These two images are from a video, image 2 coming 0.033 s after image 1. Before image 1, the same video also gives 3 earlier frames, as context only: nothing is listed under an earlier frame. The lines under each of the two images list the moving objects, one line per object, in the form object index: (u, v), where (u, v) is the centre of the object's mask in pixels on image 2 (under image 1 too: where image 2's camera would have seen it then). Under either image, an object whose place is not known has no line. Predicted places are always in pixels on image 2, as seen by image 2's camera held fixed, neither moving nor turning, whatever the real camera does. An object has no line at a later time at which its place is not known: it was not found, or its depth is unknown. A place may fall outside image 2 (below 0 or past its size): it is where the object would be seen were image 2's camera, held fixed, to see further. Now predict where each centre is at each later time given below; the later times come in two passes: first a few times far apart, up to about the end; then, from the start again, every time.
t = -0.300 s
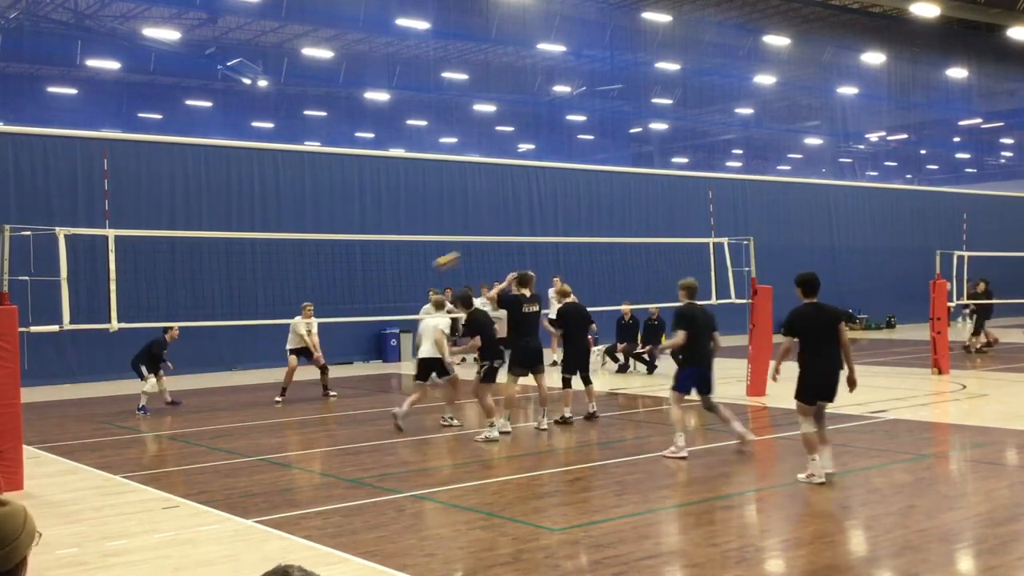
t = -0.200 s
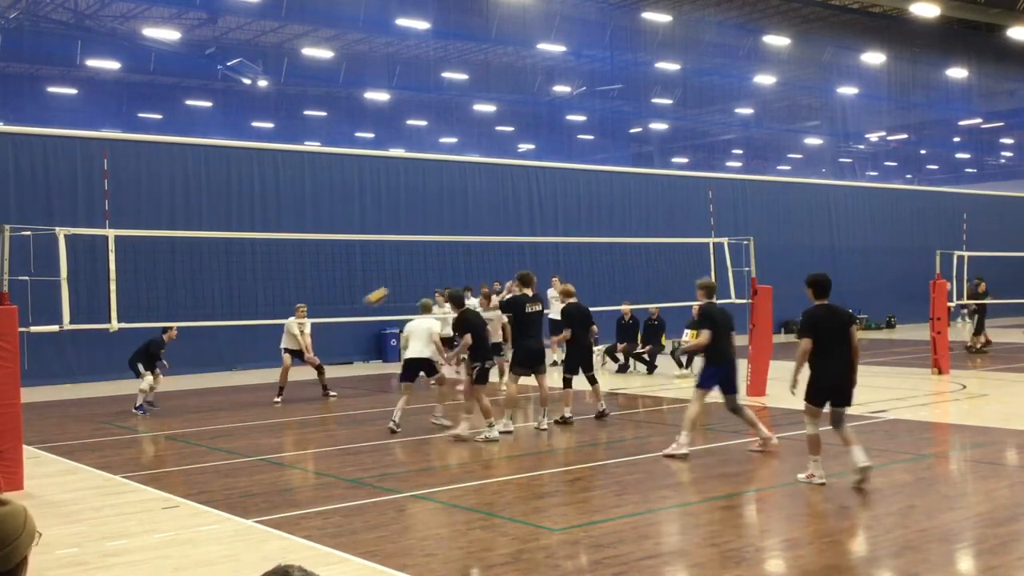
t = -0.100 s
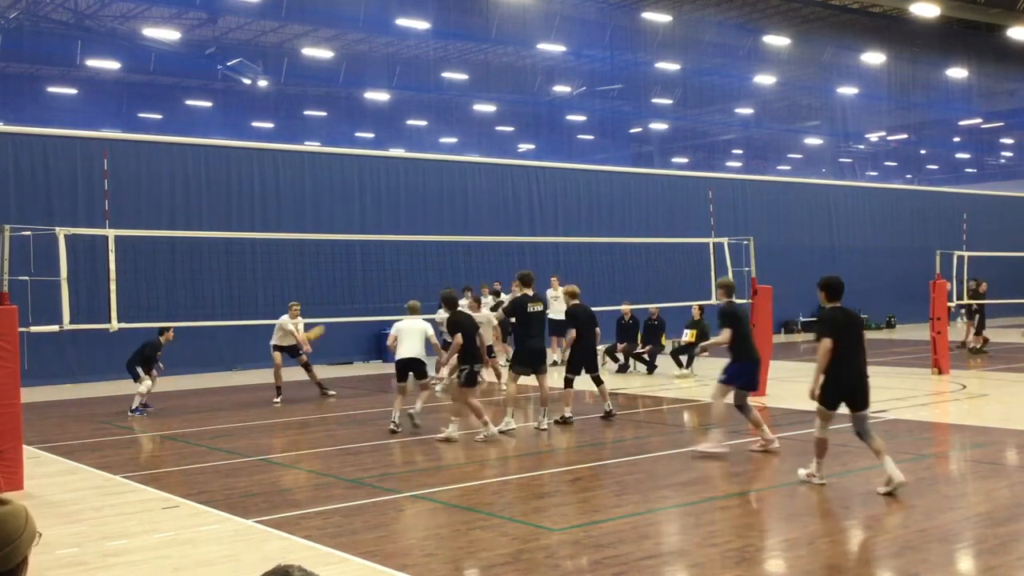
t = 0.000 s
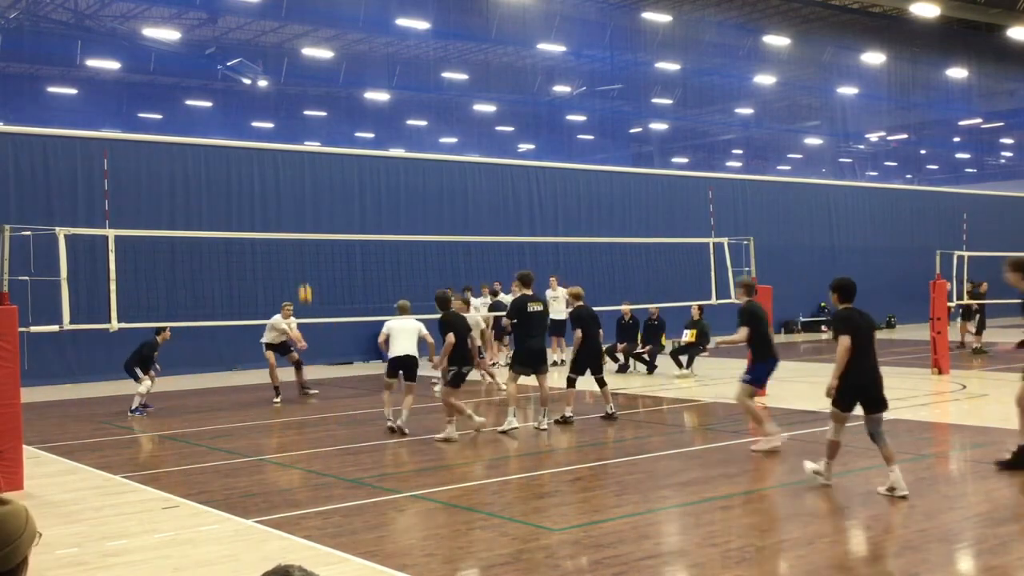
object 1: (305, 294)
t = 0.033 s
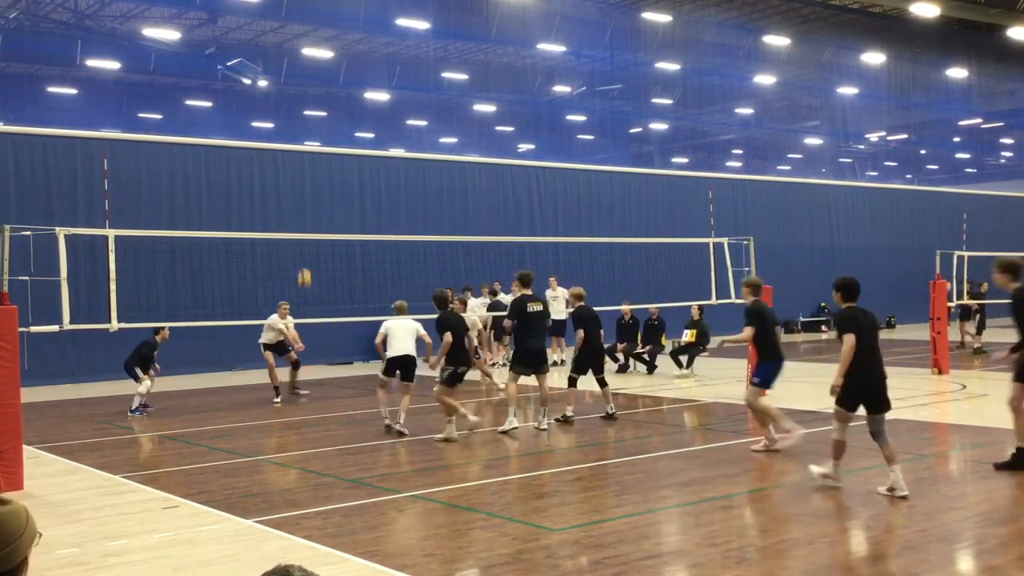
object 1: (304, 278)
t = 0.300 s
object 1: (300, 172)
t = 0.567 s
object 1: (295, 108)
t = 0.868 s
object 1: (290, 88)
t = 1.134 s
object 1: (287, 121)
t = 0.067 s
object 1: (303, 262)
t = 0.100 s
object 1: (303, 249)
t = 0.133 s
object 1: (303, 232)
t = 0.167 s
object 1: (302, 220)
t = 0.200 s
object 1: (302, 207)
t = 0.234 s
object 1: (301, 195)
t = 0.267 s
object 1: (301, 183)
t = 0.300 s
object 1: (300, 172)
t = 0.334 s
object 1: (299, 162)
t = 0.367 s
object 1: (299, 154)
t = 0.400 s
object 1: (298, 142)
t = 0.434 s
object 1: (298, 134)
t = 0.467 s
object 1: (297, 127)
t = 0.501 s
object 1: (296, 120)
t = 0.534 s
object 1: (296, 114)
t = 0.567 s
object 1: (295, 108)
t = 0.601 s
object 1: (294, 103)
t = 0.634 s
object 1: (294, 99)
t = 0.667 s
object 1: (293, 95)
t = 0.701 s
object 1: (292, 92)
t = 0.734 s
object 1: (292, 90)
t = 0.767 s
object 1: (292, 88)
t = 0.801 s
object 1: (291, 88)
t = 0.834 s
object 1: (290, 87)
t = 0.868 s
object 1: (290, 88)
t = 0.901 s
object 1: (289, 89)
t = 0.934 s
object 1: (289, 91)
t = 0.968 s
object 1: (289, 95)
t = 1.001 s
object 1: (288, 98)
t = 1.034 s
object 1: (288, 102)
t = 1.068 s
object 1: (288, 108)
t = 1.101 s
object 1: (287, 113)
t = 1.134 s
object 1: (287, 121)
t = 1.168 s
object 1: (287, 128)
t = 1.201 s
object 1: (287, 135)
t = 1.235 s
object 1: (286, 145)
